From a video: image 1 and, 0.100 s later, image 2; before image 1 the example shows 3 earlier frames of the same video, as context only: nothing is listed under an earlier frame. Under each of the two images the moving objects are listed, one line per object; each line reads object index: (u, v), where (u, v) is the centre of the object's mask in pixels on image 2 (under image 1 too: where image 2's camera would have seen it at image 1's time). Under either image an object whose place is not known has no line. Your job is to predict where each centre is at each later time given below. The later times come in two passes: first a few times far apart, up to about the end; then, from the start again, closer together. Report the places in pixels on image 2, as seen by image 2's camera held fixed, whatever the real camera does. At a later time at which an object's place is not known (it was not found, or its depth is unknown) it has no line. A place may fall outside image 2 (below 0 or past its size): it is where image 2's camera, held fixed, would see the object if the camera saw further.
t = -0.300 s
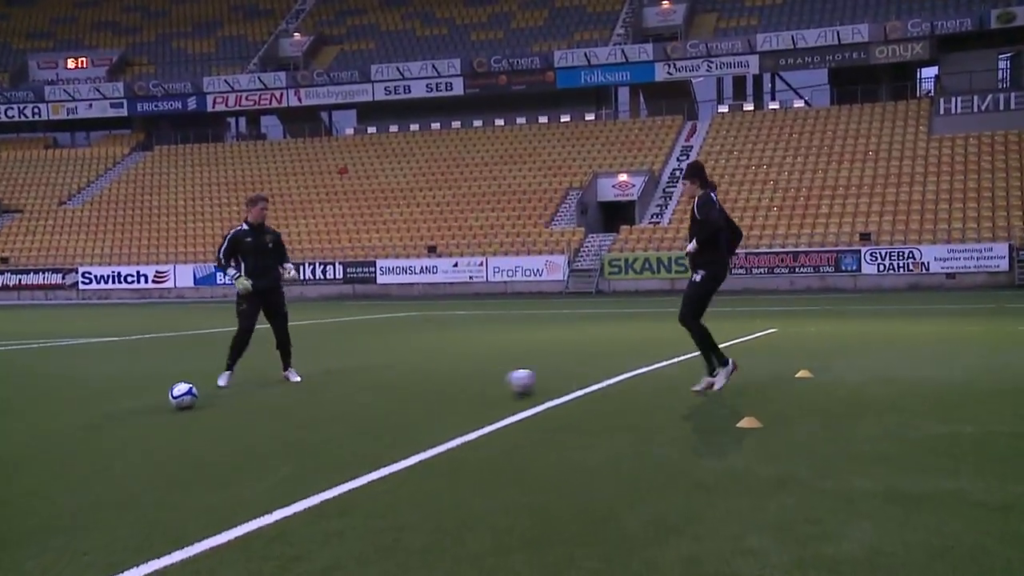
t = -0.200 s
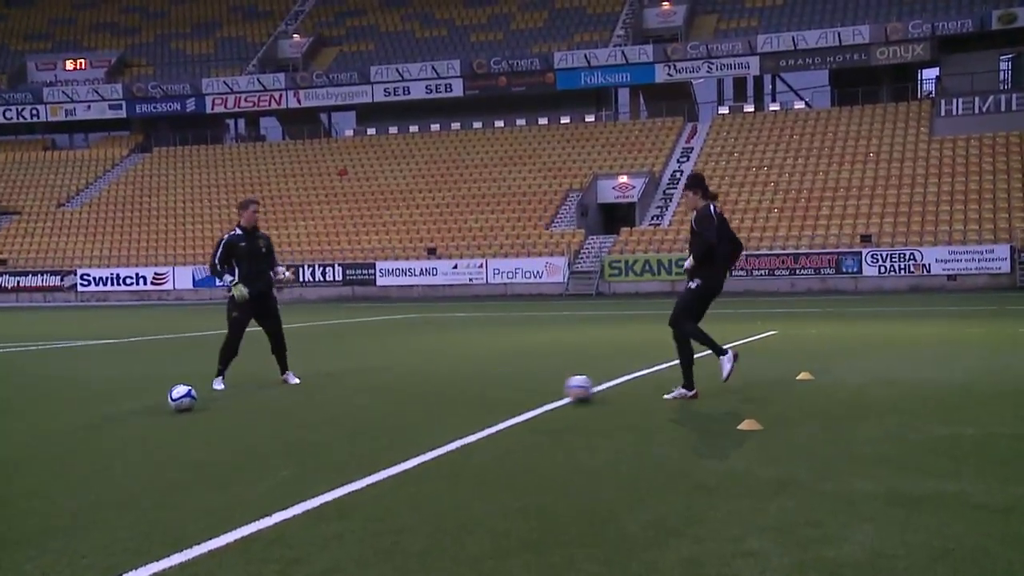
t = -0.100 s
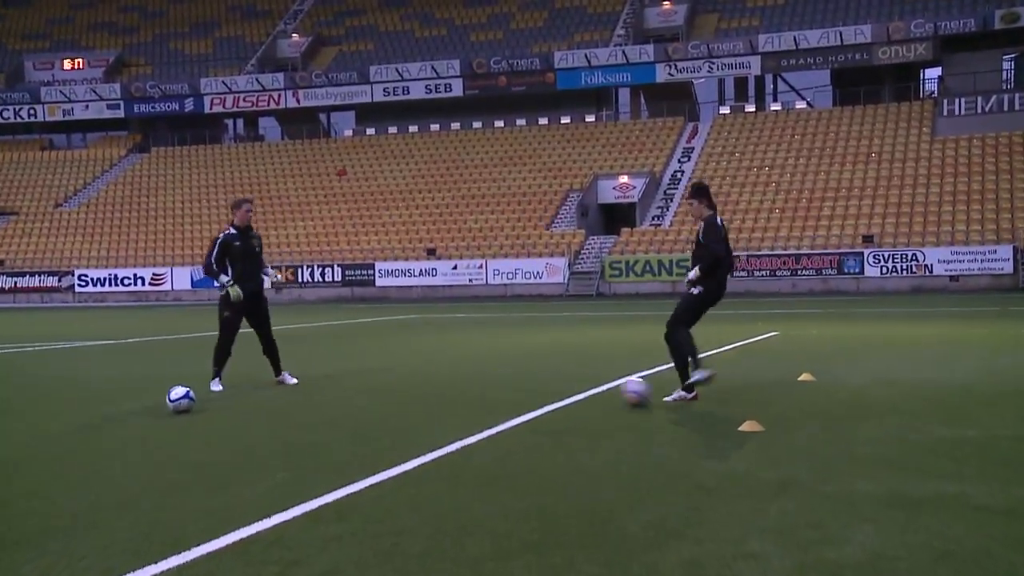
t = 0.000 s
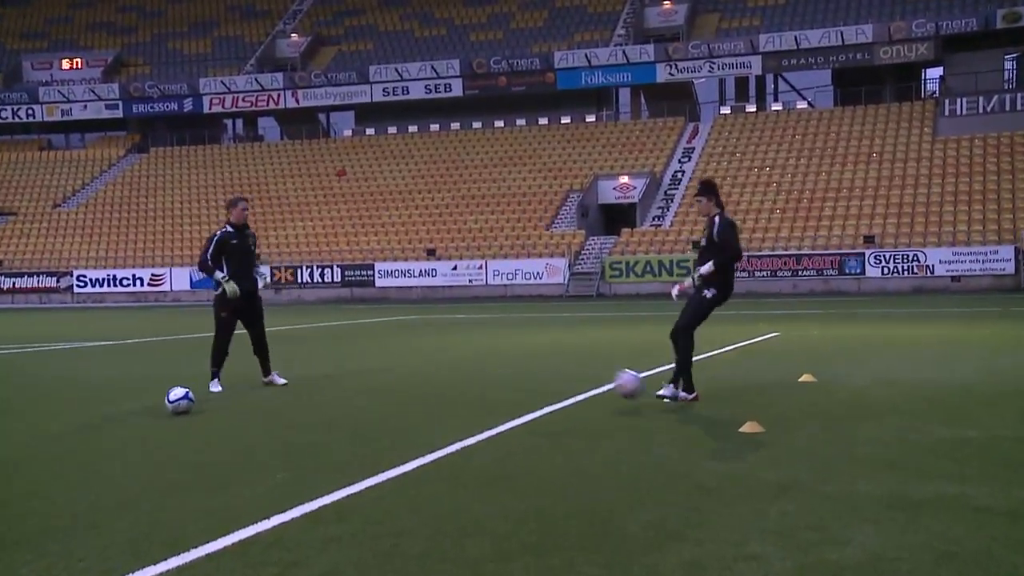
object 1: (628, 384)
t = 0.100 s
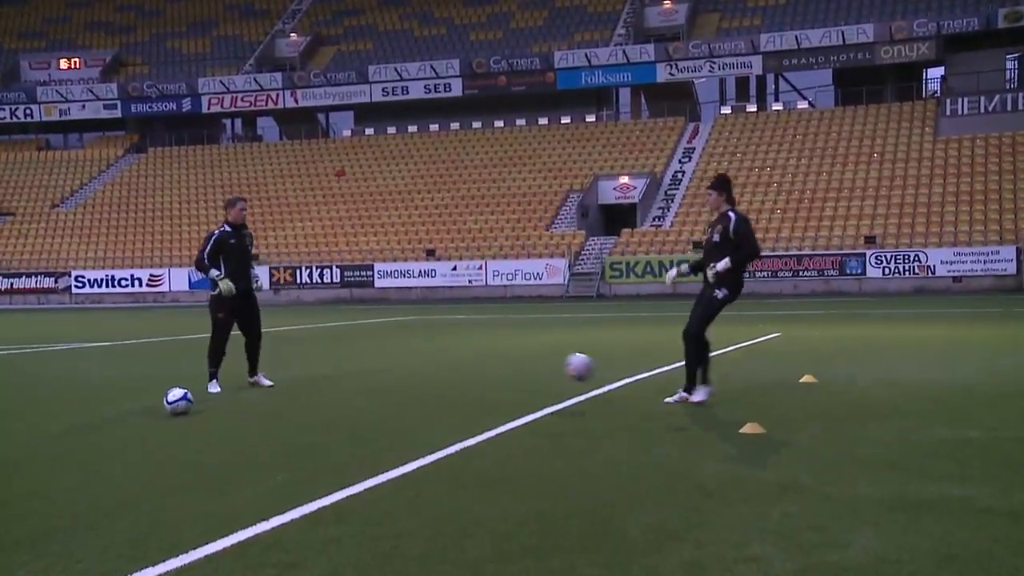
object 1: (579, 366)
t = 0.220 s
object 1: (522, 362)
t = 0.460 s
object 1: (415, 383)
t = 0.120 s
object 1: (568, 364)
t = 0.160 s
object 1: (550, 361)
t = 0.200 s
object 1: (531, 361)
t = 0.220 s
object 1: (522, 362)
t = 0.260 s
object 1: (503, 364)
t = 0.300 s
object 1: (485, 368)
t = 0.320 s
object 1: (475, 372)
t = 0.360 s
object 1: (459, 378)
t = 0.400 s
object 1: (441, 388)
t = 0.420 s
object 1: (432, 389)
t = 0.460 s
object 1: (415, 383)
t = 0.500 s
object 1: (400, 379)
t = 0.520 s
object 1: (392, 378)
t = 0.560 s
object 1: (376, 377)
